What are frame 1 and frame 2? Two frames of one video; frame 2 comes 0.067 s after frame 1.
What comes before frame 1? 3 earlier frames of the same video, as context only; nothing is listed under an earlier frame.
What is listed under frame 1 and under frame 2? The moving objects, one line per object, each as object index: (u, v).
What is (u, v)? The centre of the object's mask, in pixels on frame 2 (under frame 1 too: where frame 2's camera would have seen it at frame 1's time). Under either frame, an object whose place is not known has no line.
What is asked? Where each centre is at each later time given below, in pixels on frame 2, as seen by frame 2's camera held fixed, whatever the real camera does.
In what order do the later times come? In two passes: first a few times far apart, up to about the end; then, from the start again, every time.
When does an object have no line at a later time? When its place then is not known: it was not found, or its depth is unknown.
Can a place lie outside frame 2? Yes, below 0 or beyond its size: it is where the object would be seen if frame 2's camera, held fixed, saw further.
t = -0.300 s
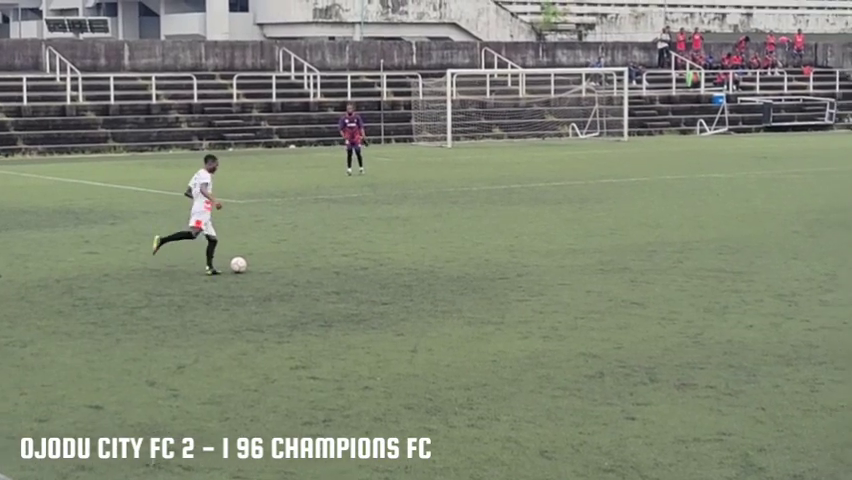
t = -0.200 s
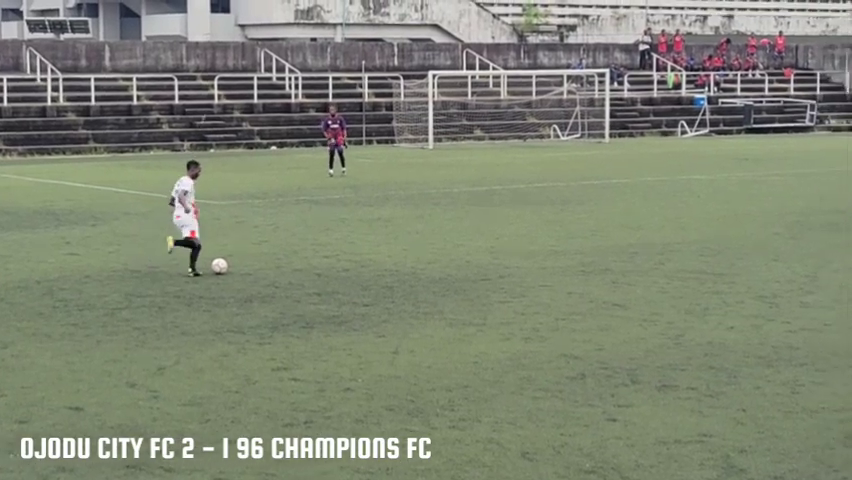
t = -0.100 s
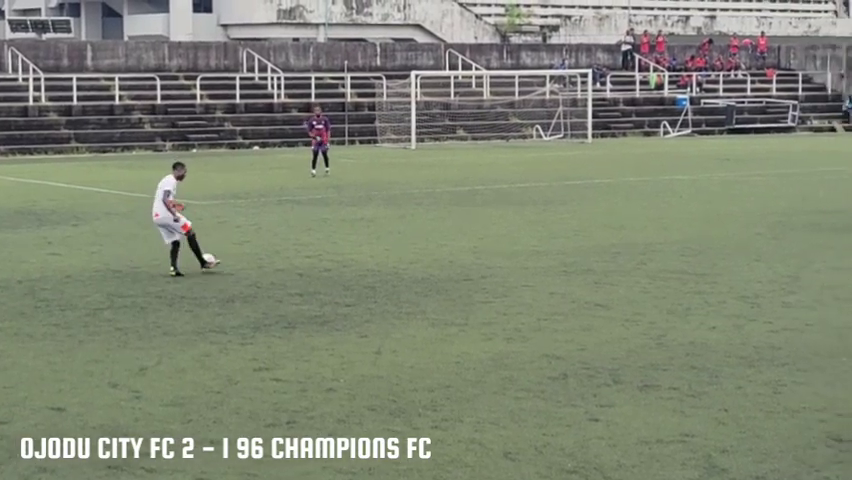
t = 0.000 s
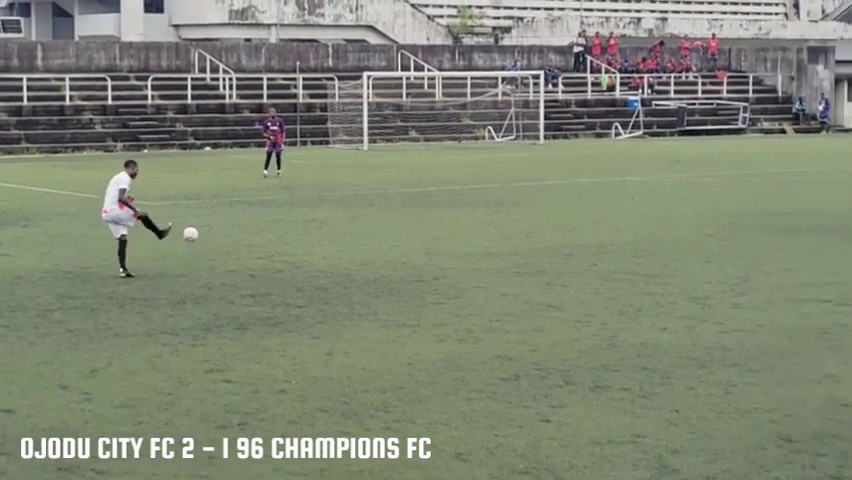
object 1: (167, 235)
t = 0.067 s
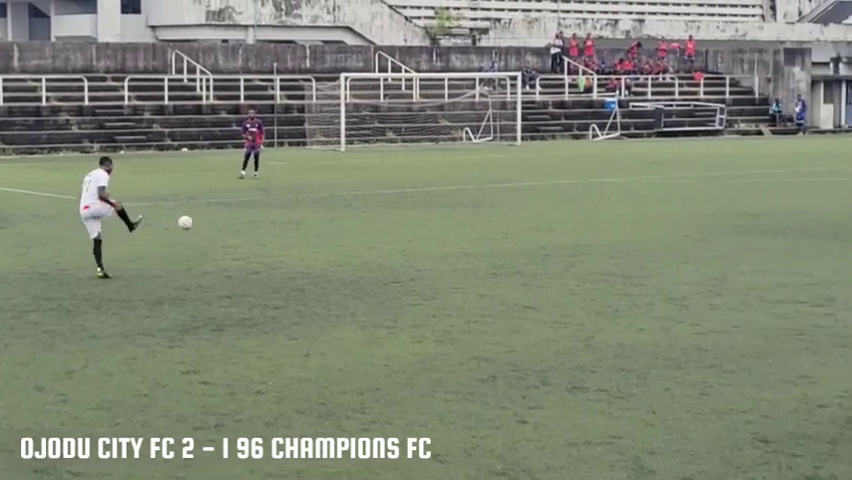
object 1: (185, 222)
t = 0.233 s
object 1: (219, 205)
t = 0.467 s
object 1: (249, 212)
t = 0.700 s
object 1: (261, 187)
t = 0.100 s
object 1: (193, 217)
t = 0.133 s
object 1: (200, 213)
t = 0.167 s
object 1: (207, 209)
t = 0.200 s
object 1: (213, 207)
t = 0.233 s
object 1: (219, 205)
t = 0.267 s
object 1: (224, 204)
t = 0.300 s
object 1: (229, 204)
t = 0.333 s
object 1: (234, 205)
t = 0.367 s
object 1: (238, 206)
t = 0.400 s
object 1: (242, 207)
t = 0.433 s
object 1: (245, 209)
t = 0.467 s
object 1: (249, 212)
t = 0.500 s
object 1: (251, 212)
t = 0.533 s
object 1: (253, 206)
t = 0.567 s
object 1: (255, 201)
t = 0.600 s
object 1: (256, 196)
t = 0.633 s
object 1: (258, 193)
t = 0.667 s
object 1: (260, 190)
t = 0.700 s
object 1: (261, 187)
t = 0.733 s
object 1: (262, 186)
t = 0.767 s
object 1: (263, 185)
